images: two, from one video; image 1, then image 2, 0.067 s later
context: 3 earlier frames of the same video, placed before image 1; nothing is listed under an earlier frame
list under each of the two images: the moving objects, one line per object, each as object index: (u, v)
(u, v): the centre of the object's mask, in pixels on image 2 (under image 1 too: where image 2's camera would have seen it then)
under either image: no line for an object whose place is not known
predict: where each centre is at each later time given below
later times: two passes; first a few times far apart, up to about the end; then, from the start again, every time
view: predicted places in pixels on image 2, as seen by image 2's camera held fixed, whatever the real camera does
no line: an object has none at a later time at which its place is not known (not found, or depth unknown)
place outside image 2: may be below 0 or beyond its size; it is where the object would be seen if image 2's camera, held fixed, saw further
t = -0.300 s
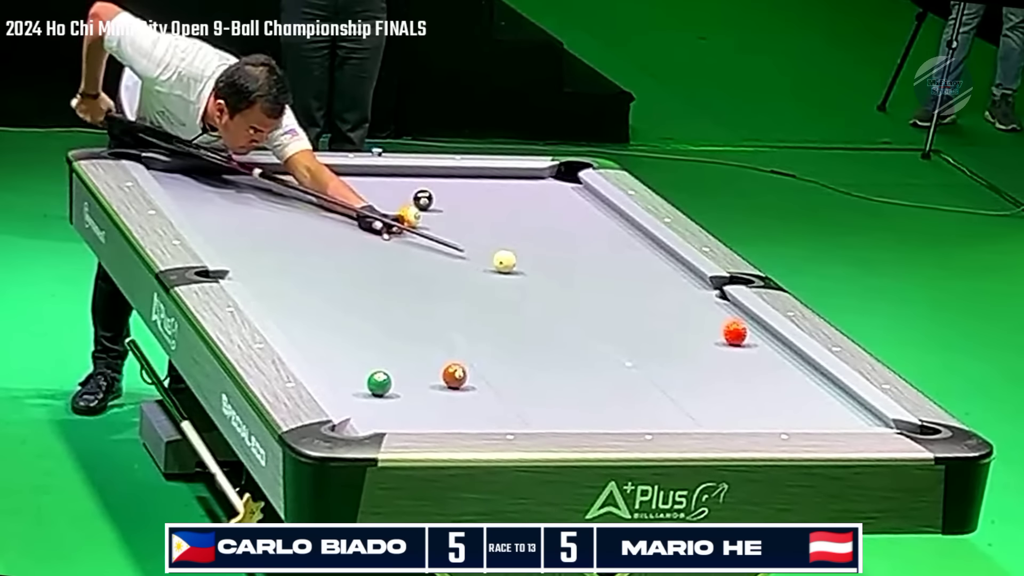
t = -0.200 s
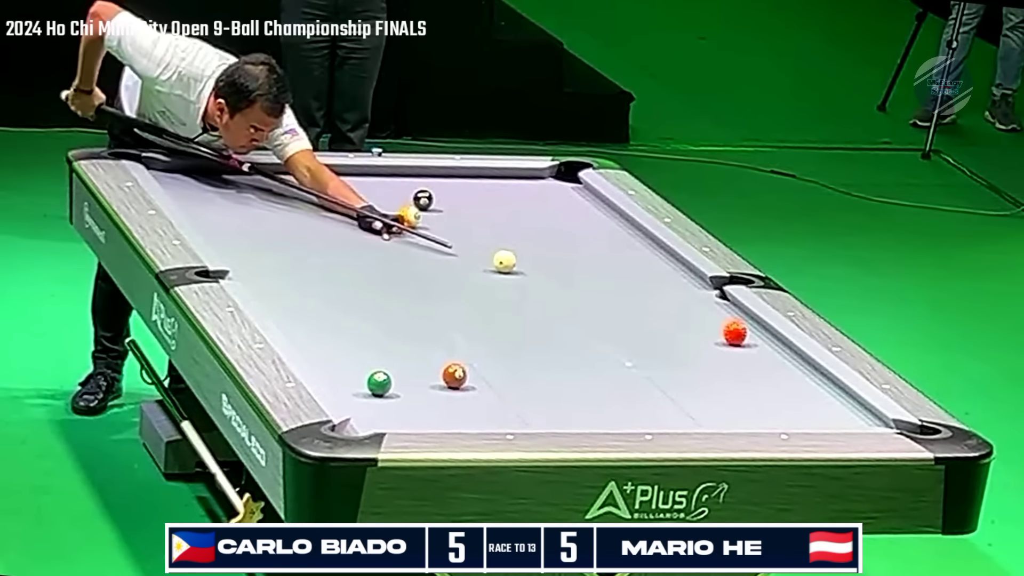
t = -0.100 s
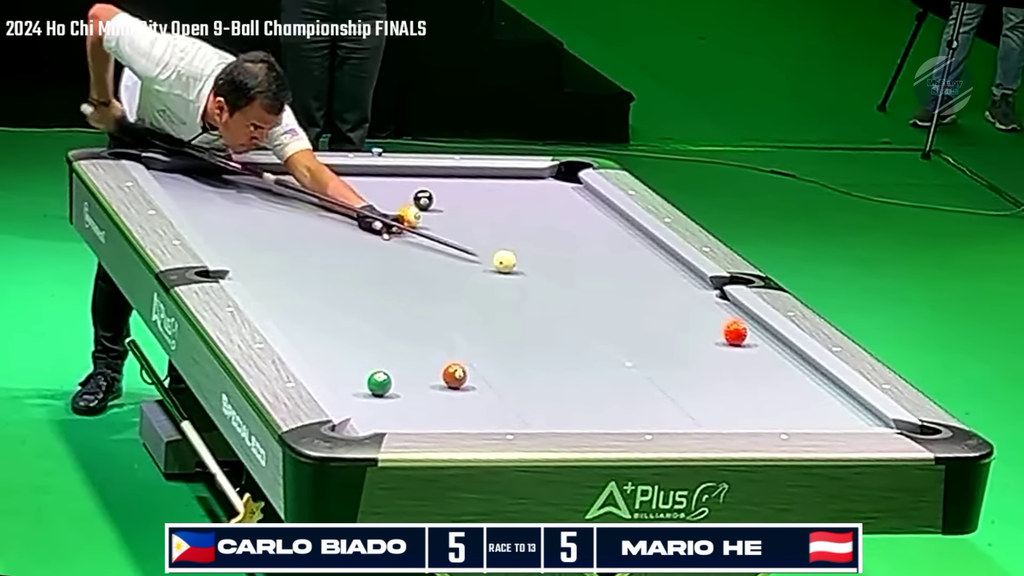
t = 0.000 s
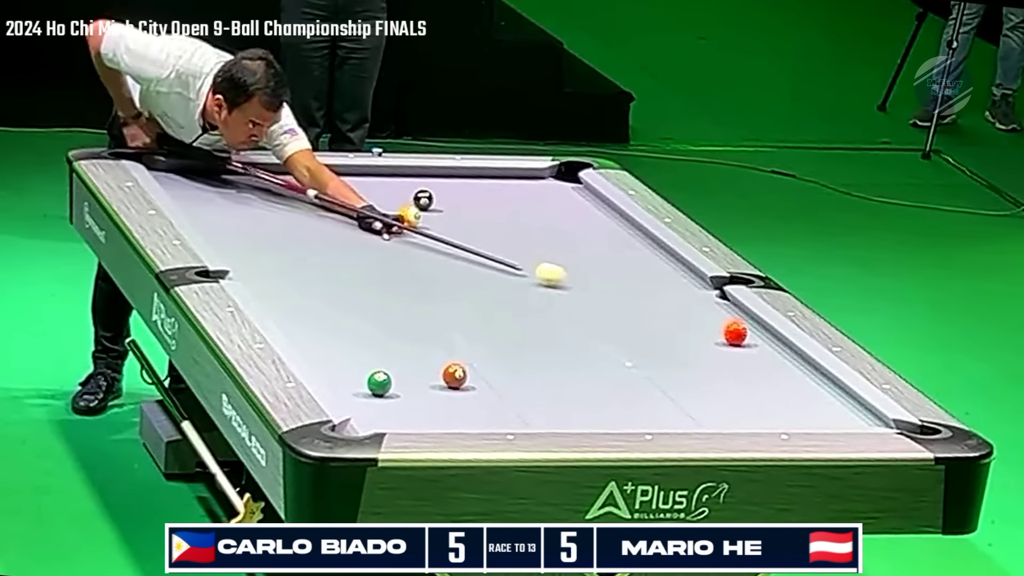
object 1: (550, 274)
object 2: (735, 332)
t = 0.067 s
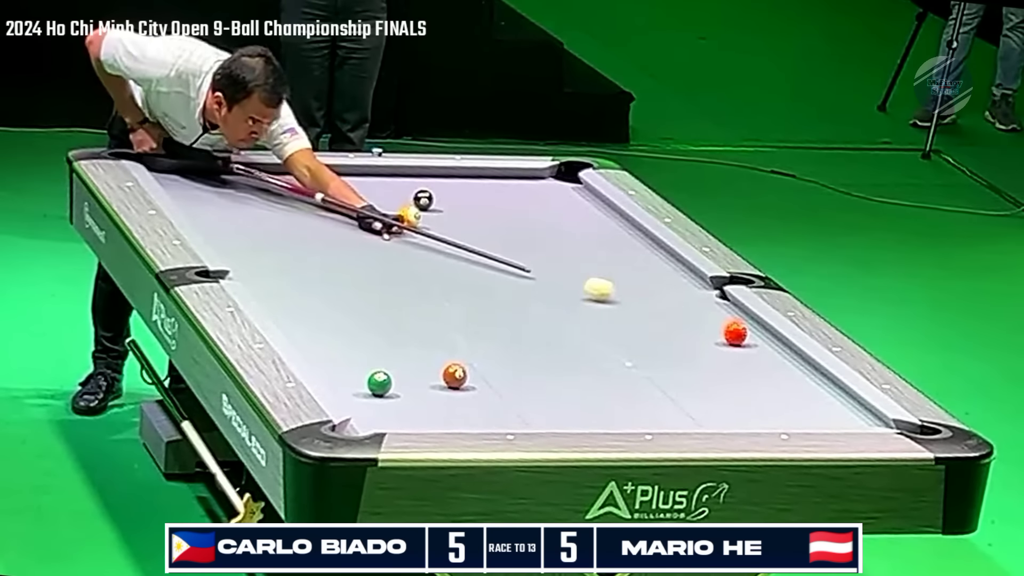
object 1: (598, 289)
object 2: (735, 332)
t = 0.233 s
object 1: (713, 323)
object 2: (735, 332)
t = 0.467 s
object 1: (740, 325)
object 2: (805, 374)
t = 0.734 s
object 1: (700, 320)
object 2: (869, 414)
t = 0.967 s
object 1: (668, 316)
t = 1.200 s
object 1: (637, 312)
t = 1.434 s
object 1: (608, 308)
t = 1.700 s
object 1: (577, 304)
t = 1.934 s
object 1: (551, 301)
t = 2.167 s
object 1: (528, 298)
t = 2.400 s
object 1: (506, 295)
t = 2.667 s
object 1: (482, 292)
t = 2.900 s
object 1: (464, 290)
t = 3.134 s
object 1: (446, 288)
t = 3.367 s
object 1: (431, 287)
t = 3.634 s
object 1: (415, 284)
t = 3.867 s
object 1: (403, 283)
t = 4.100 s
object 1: (392, 282)
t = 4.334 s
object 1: (383, 281)
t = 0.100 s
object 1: (623, 296)
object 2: (735, 332)
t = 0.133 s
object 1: (646, 303)
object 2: (735, 332)
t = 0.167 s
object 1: (669, 310)
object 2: (735, 332)
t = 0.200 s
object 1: (692, 317)
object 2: (735, 332)
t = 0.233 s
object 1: (713, 323)
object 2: (735, 332)
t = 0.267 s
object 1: (728, 324)
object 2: (740, 335)
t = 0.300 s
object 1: (740, 325)
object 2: (751, 341)
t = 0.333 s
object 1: (751, 327)
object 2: (763, 348)
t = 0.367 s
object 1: (759, 327)
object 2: (774, 355)
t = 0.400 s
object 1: (753, 326)
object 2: (785, 361)
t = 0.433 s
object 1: (746, 326)
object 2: (795, 367)
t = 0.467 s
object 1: (740, 325)
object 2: (805, 374)
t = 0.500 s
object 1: (735, 324)
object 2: (815, 379)
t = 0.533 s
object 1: (730, 324)
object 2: (824, 384)
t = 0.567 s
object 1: (725, 323)
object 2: (833, 390)
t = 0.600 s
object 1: (720, 322)
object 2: (842, 395)
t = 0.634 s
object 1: (714, 321)
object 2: (851, 401)
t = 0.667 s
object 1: (710, 321)
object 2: (859, 406)
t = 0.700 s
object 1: (705, 320)
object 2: (864, 411)
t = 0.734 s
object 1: (700, 320)
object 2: (869, 414)
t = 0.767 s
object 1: (695, 319)
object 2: (875, 418)
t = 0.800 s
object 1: (690, 318)
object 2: (881, 420)
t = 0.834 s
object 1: (686, 318)
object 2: (890, 423)
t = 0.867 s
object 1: (681, 317)
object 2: (899, 425)
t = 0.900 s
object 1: (677, 317)
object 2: (908, 428)
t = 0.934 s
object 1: (672, 316)
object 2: (915, 430)
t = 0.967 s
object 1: (668, 316)
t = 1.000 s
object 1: (663, 315)
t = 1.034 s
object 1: (659, 314)
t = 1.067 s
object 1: (655, 314)
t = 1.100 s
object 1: (650, 314)
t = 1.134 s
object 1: (645, 313)
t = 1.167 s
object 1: (641, 312)
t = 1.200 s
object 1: (637, 312)
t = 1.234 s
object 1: (632, 311)
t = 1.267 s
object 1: (629, 311)
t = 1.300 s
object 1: (624, 310)
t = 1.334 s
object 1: (620, 310)
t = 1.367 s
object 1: (616, 309)
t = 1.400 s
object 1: (612, 309)
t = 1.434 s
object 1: (608, 308)
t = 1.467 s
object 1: (604, 308)
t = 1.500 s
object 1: (600, 307)
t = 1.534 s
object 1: (596, 307)
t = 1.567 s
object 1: (592, 306)
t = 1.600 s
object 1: (588, 306)
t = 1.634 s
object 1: (585, 305)
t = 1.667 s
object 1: (581, 305)
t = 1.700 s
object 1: (577, 304)
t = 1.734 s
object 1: (574, 304)
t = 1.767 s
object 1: (569, 303)
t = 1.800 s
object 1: (566, 303)
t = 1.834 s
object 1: (562, 302)
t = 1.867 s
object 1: (559, 302)
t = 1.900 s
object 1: (555, 301)
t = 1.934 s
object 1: (551, 301)
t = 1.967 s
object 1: (548, 301)
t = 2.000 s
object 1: (544, 300)
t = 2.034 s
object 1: (541, 300)
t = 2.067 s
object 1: (538, 299)
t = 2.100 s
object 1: (535, 299)
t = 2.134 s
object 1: (531, 299)
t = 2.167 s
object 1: (528, 298)
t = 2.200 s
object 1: (524, 298)
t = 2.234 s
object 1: (521, 297)
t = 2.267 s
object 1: (518, 297)
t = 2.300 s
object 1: (514, 297)
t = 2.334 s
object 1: (512, 296)
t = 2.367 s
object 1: (508, 296)
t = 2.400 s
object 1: (506, 295)
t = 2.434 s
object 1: (502, 295)
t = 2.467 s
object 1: (499, 294)
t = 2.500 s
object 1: (496, 294)
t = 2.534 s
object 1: (493, 294)
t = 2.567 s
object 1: (491, 293)
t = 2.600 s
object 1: (488, 293)
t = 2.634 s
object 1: (485, 293)
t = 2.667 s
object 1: (482, 292)
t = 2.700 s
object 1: (479, 292)
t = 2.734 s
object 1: (477, 292)
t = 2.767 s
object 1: (474, 291)
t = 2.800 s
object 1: (471, 291)
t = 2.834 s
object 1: (469, 291)
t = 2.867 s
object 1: (466, 291)
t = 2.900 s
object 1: (464, 290)
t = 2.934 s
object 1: (461, 290)
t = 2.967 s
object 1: (459, 290)
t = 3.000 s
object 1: (456, 290)
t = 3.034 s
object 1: (454, 289)
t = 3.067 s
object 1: (451, 289)
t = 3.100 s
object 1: (449, 288)
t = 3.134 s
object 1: (446, 288)
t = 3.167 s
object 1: (444, 288)
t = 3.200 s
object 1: (442, 288)
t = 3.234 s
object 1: (439, 288)
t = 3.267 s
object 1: (437, 287)
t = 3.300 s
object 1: (435, 287)
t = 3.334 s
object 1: (433, 287)
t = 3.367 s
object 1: (431, 287)
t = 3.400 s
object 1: (429, 286)
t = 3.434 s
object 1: (427, 286)
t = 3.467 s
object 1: (424, 286)
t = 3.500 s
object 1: (422, 286)
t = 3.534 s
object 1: (421, 285)
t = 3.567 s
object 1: (419, 285)
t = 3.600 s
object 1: (417, 285)
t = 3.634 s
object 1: (415, 284)
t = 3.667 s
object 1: (413, 284)
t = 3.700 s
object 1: (412, 284)
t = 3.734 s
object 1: (409, 284)
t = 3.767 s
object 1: (408, 284)
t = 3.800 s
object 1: (406, 283)
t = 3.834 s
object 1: (404, 283)
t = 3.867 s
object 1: (403, 283)
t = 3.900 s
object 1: (401, 283)
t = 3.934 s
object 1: (400, 283)
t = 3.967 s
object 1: (398, 283)
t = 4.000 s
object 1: (397, 283)
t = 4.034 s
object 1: (395, 282)
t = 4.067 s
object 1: (394, 282)
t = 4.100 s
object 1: (392, 282)
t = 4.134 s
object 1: (391, 282)
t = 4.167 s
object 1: (389, 282)
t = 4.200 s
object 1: (388, 282)
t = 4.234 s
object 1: (387, 281)
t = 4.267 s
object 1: (386, 281)
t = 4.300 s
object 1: (384, 281)
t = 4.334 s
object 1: (383, 281)
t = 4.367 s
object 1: (382, 281)
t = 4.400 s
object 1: (381, 280)
